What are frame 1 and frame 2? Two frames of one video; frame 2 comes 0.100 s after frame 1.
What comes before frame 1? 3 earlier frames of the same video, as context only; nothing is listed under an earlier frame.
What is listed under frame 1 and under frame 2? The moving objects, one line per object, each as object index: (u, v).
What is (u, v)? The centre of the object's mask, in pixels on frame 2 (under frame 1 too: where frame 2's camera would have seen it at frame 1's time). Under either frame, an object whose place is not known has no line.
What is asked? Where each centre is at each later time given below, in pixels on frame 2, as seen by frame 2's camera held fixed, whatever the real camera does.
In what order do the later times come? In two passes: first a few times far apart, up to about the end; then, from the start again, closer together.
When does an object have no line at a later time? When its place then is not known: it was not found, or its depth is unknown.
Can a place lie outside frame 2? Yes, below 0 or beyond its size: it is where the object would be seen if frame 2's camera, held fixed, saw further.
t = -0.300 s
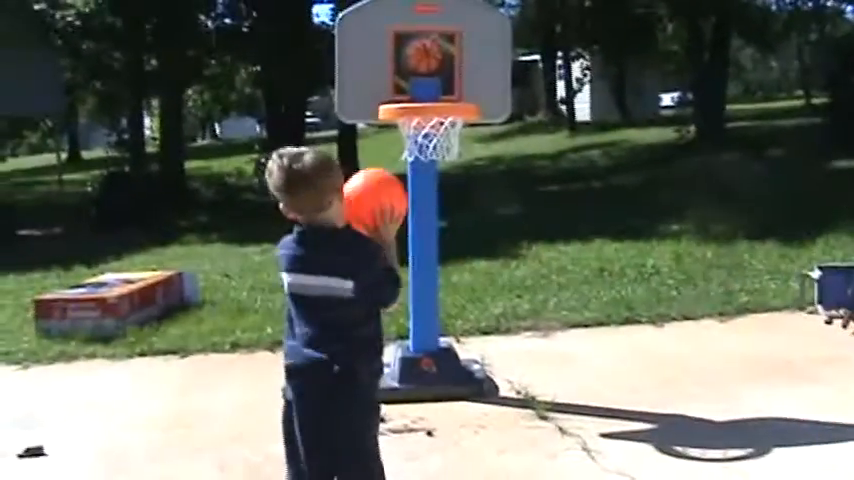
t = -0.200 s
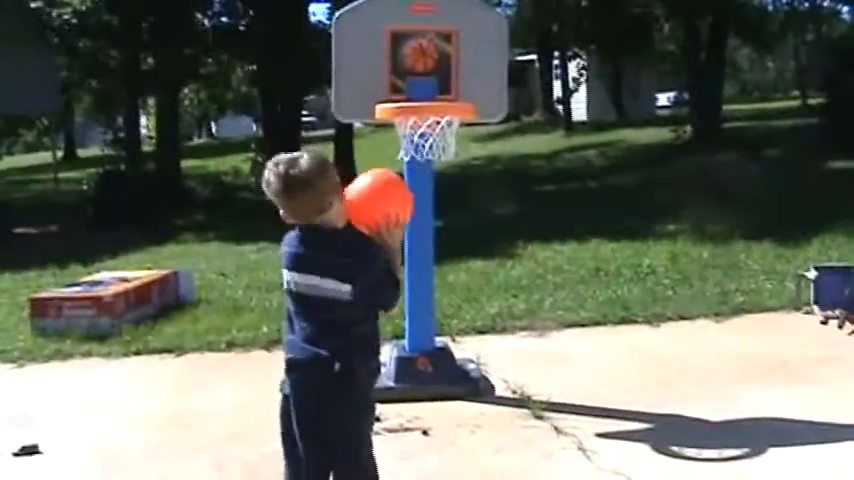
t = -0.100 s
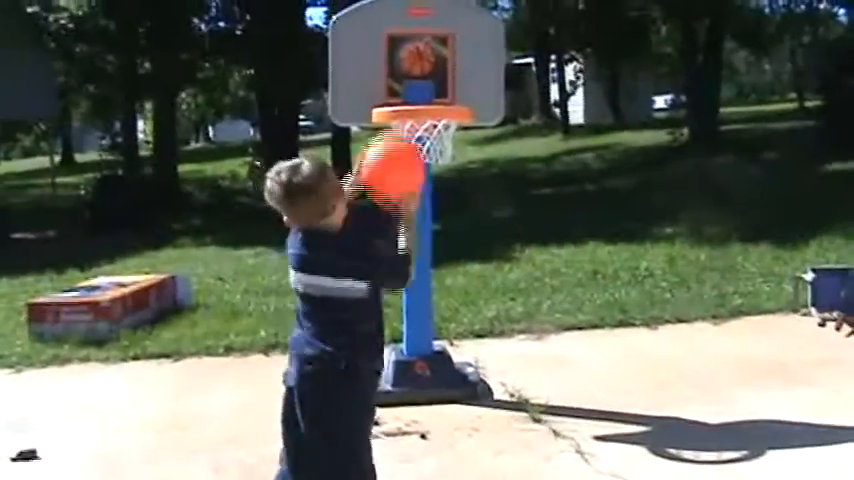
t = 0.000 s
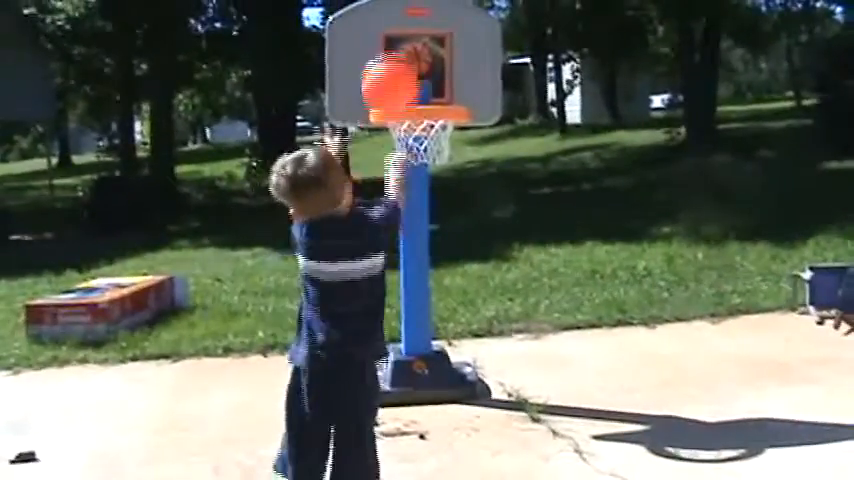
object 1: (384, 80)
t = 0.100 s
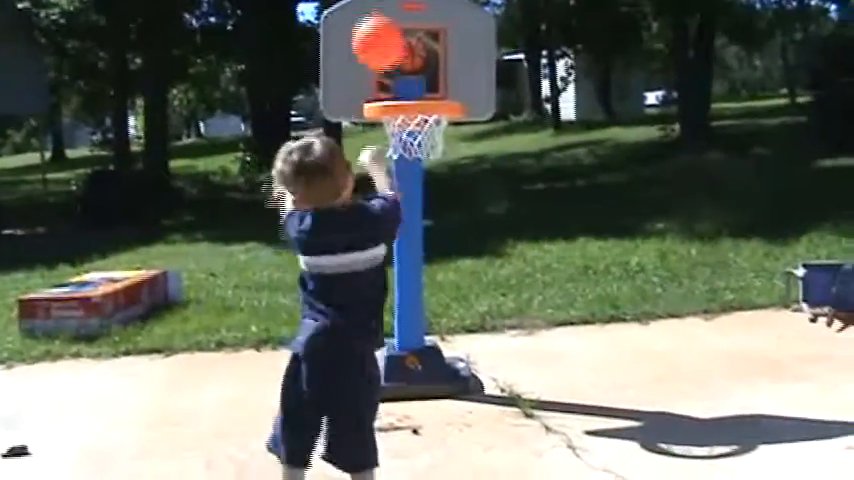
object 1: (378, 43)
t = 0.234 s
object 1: (372, 44)
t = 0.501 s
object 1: (392, 65)
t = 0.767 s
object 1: (446, 160)
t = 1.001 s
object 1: (510, 448)
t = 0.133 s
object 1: (376, 39)
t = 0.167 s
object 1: (376, 38)
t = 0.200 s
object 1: (373, 39)
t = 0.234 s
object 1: (372, 44)
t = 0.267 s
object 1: (370, 51)
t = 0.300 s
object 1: (369, 61)
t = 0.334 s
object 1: (368, 72)
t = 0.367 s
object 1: (369, 83)
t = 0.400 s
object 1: (375, 79)
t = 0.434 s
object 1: (380, 73)
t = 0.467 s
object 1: (386, 68)
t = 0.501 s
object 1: (392, 65)
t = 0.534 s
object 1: (397, 66)
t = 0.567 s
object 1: (403, 68)
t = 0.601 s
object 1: (410, 74)
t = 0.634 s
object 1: (416, 85)
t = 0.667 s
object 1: (427, 97)
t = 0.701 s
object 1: (432, 112)
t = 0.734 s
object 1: (439, 133)
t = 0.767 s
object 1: (446, 160)
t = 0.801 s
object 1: (453, 188)
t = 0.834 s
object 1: (461, 220)
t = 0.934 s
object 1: (488, 343)
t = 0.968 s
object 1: (499, 395)
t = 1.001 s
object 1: (510, 448)
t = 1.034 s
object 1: (520, 453)
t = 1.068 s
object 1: (524, 422)
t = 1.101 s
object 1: (532, 383)
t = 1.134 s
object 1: (538, 341)
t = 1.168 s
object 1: (547, 306)
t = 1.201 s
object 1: (556, 275)
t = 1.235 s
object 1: (565, 245)
